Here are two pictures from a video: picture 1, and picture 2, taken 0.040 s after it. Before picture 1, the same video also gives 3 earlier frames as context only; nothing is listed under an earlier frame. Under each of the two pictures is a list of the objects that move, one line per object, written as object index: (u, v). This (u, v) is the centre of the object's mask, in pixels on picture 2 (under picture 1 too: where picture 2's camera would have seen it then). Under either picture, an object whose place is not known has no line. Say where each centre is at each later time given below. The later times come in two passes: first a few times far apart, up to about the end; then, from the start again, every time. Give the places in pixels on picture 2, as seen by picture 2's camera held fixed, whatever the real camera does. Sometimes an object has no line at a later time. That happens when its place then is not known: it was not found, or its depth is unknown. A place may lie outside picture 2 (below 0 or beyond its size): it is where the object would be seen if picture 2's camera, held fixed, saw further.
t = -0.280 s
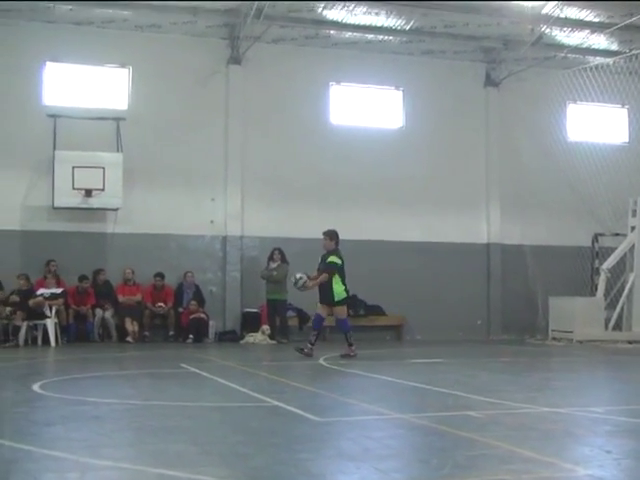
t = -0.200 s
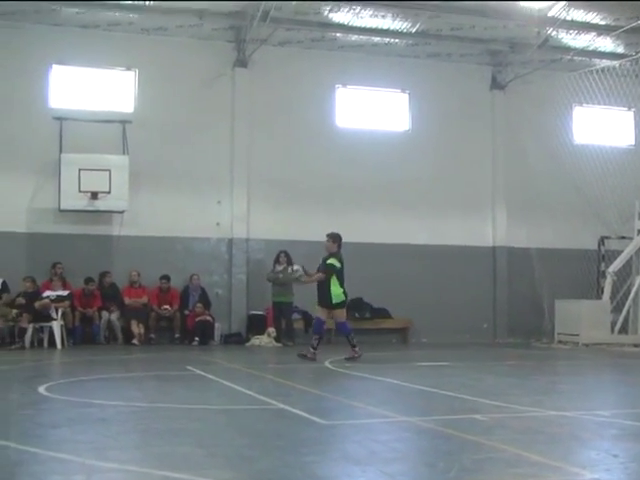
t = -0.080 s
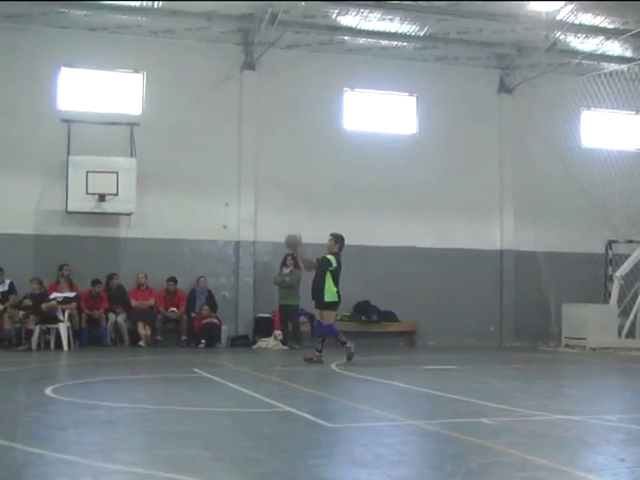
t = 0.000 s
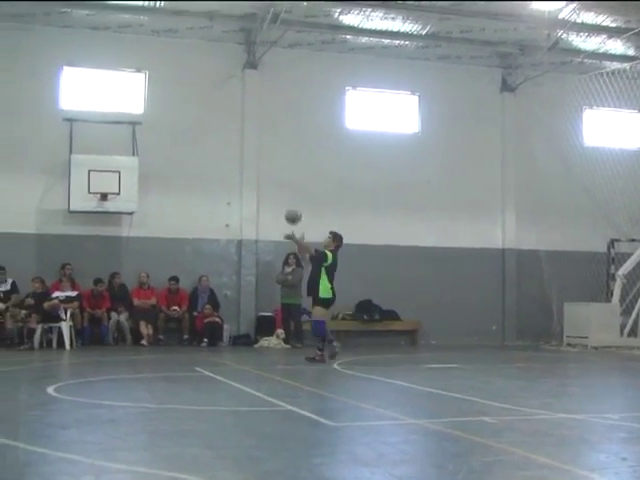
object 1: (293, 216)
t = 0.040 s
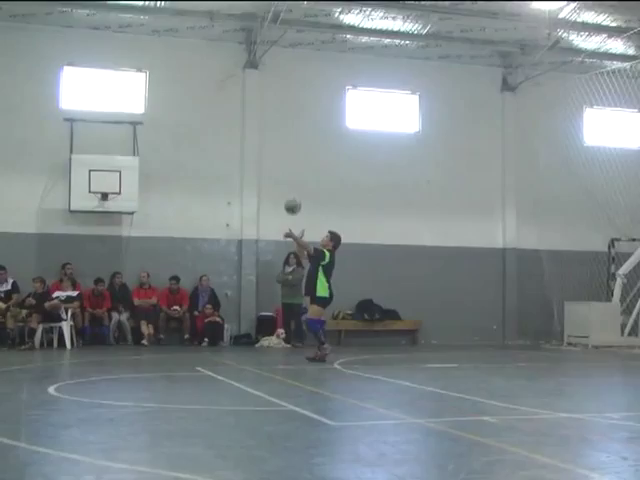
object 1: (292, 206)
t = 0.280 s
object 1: (287, 174)
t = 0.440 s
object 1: (285, 180)
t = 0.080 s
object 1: (291, 198)
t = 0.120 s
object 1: (290, 191)
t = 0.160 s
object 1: (289, 185)
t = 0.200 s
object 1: (288, 181)
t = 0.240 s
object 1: (288, 177)
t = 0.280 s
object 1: (287, 174)
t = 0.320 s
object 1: (286, 174)
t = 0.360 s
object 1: (286, 174)
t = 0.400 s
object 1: (285, 176)
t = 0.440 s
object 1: (285, 180)
